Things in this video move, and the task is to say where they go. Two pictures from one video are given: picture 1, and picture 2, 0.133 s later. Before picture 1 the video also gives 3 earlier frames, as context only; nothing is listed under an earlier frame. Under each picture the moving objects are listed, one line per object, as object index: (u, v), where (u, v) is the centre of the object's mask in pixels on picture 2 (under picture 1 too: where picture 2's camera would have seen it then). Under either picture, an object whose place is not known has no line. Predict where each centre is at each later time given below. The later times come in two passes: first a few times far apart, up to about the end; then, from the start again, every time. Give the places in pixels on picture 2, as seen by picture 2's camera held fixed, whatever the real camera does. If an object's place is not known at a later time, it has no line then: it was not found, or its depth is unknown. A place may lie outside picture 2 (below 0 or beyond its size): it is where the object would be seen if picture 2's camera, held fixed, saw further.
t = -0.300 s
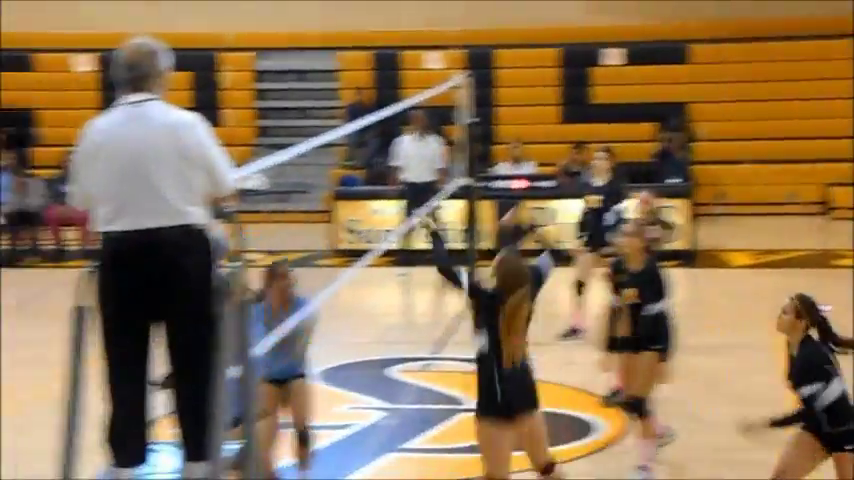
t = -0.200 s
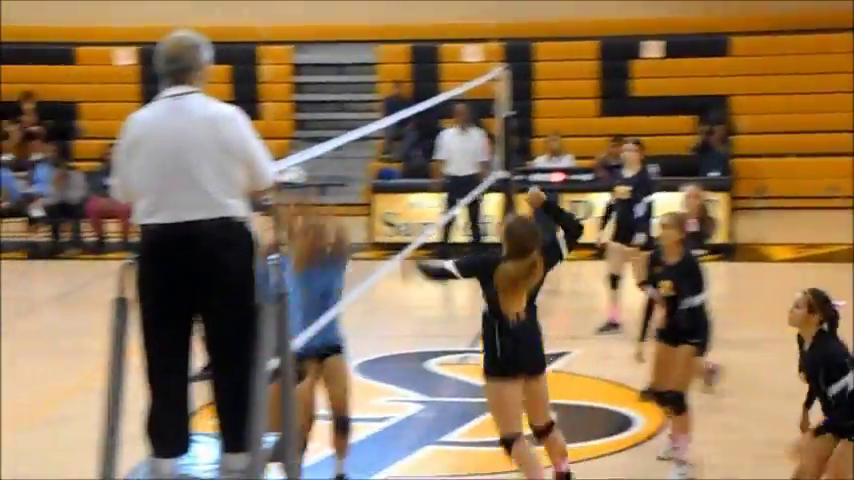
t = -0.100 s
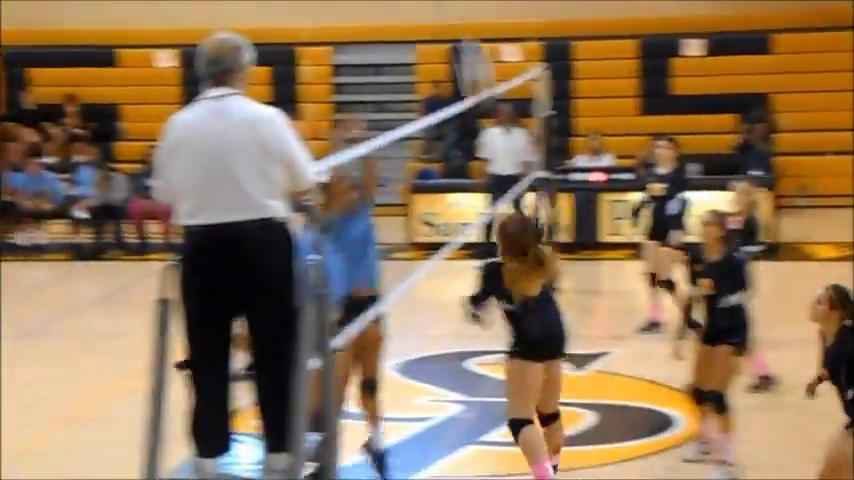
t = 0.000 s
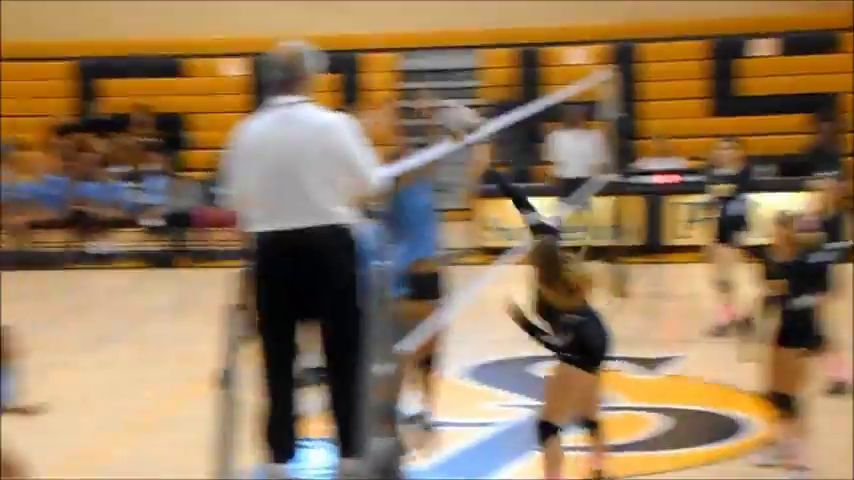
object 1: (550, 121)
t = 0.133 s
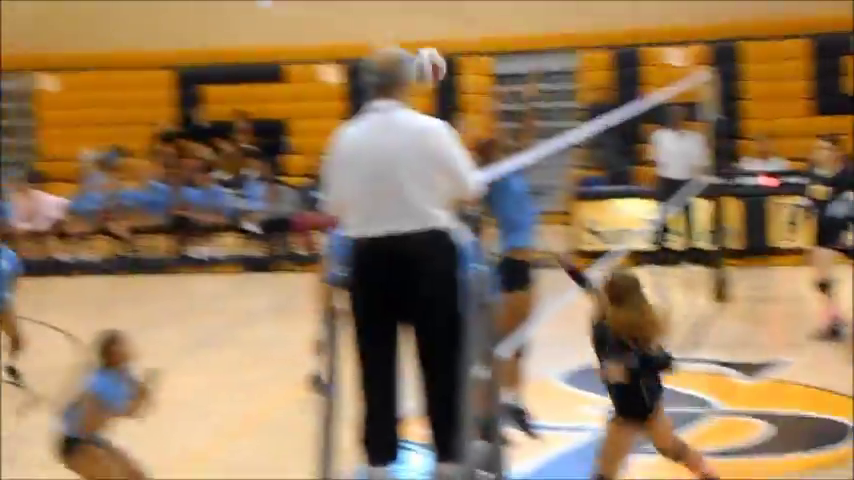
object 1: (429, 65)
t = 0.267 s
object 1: (353, 24)
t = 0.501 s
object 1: (244, 30)
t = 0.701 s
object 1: (167, 99)
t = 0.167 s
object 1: (412, 46)
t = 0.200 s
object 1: (387, 35)
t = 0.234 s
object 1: (370, 31)
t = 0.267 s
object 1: (353, 24)
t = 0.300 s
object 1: (336, 20)
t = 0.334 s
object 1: (321, 17)
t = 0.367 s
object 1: (303, 16)
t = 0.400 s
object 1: (287, 17)
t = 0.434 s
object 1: (272, 19)
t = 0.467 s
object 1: (257, 24)
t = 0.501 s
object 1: (244, 30)
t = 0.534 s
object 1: (231, 38)
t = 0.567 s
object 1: (215, 46)
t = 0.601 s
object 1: (204, 60)
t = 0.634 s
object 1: (192, 71)
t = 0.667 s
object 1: (180, 85)
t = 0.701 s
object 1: (167, 99)
